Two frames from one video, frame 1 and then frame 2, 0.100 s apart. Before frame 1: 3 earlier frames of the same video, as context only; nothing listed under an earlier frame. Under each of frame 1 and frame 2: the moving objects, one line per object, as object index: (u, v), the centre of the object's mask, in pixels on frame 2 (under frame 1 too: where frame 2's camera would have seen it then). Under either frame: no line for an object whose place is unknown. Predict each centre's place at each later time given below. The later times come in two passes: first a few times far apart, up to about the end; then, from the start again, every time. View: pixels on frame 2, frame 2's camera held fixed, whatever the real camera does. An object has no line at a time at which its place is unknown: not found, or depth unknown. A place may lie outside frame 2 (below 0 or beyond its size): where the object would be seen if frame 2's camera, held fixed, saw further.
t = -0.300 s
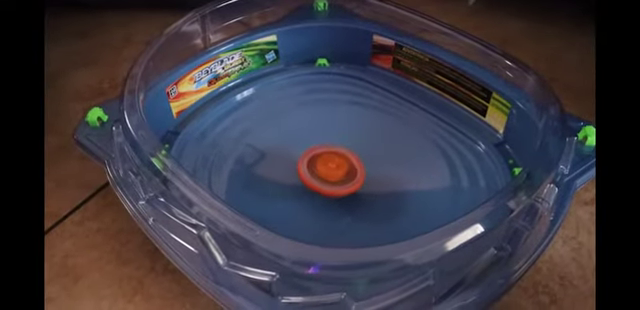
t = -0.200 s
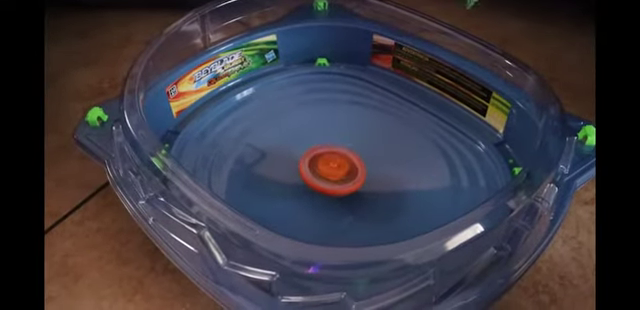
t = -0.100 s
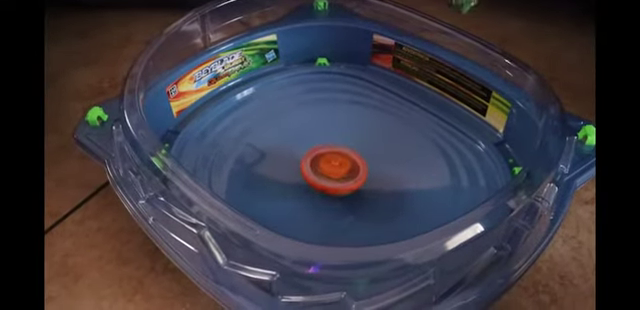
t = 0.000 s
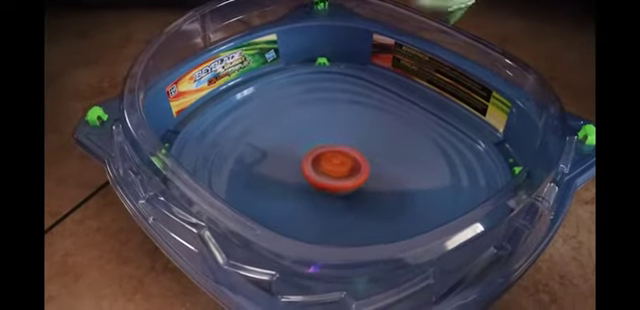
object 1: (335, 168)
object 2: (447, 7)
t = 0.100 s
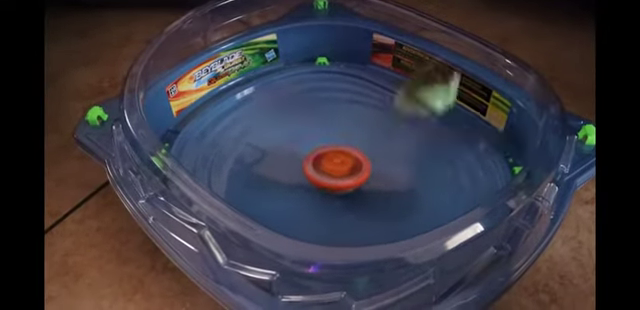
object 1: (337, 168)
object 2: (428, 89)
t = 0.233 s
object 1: (338, 165)
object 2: (374, 129)
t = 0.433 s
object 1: (306, 199)
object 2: (337, 129)
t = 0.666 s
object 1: (318, 180)
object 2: (323, 138)
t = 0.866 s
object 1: (353, 194)
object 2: (318, 121)
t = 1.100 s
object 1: (346, 191)
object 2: (327, 144)
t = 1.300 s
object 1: (341, 190)
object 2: (345, 148)
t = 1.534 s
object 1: (338, 191)
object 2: (344, 148)
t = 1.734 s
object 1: (334, 189)
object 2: (345, 149)
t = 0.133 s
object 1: (337, 167)
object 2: (417, 122)
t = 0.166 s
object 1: (338, 159)
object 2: (405, 119)
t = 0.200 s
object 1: (338, 158)
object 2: (396, 119)
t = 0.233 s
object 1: (338, 165)
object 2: (374, 129)
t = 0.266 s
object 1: (332, 170)
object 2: (366, 124)
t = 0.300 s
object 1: (325, 179)
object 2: (367, 115)
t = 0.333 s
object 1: (318, 188)
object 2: (360, 112)
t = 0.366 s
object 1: (312, 194)
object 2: (351, 118)
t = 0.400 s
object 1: (309, 198)
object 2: (343, 127)
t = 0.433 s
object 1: (306, 199)
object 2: (337, 129)
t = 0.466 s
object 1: (304, 205)
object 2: (336, 129)
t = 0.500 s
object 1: (303, 205)
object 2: (332, 128)
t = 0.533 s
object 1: (305, 202)
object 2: (328, 130)
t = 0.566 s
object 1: (308, 198)
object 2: (327, 133)
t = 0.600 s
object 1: (311, 193)
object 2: (324, 135)
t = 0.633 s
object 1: (315, 186)
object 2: (324, 138)
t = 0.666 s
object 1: (318, 180)
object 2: (323, 138)
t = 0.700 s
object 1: (324, 179)
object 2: (322, 136)
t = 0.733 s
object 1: (333, 186)
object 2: (320, 127)
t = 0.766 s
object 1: (341, 191)
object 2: (320, 122)
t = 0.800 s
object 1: (348, 194)
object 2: (319, 120)
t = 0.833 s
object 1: (352, 195)
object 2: (320, 120)
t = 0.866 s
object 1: (353, 194)
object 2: (318, 121)
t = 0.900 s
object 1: (352, 194)
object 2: (317, 123)
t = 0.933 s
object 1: (351, 193)
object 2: (315, 126)
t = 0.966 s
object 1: (350, 193)
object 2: (316, 129)
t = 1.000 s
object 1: (350, 193)
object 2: (318, 134)
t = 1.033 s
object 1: (349, 193)
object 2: (321, 139)
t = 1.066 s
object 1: (347, 192)
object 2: (324, 142)
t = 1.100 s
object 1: (346, 191)
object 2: (327, 144)
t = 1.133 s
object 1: (345, 191)
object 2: (331, 146)
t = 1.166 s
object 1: (344, 190)
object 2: (334, 147)
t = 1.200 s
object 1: (342, 190)
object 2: (337, 148)
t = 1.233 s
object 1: (341, 189)
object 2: (342, 148)
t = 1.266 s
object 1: (340, 189)
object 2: (346, 148)
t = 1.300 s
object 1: (341, 190)
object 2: (345, 148)
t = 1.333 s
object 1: (341, 191)
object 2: (345, 149)
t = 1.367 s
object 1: (341, 191)
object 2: (344, 148)
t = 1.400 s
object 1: (341, 190)
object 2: (344, 148)
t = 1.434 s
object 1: (340, 190)
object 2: (344, 148)
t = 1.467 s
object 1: (338, 189)
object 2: (344, 148)
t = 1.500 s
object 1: (338, 190)
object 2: (344, 147)
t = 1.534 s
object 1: (338, 191)
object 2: (344, 148)
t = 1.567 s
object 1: (337, 191)
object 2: (345, 148)
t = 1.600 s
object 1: (336, 190)
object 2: (345, 148)
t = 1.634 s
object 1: (335, 190)
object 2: (345, 149)
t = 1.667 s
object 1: (335, 191)
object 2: (345, 149)
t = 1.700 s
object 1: (334, 190)
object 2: (345, 149)
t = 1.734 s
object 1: (334, 189)
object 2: (345, 149)
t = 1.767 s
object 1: (334, 189)
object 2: (345, 149)
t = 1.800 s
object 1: (333, 188)
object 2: (346, 150)
